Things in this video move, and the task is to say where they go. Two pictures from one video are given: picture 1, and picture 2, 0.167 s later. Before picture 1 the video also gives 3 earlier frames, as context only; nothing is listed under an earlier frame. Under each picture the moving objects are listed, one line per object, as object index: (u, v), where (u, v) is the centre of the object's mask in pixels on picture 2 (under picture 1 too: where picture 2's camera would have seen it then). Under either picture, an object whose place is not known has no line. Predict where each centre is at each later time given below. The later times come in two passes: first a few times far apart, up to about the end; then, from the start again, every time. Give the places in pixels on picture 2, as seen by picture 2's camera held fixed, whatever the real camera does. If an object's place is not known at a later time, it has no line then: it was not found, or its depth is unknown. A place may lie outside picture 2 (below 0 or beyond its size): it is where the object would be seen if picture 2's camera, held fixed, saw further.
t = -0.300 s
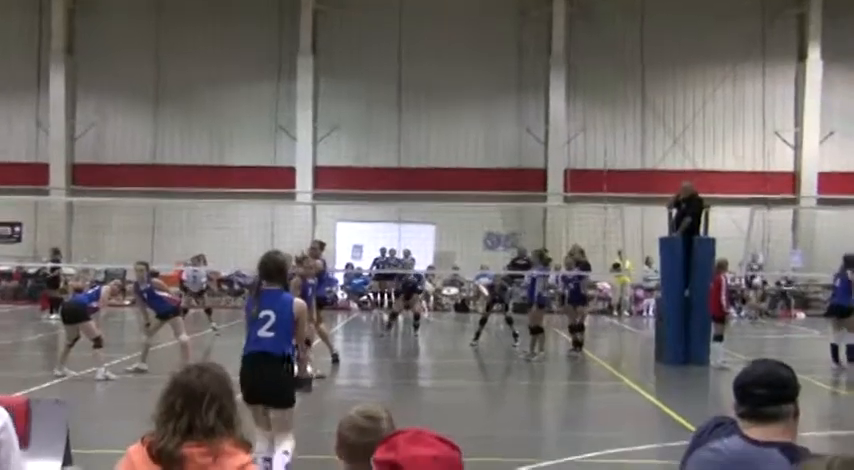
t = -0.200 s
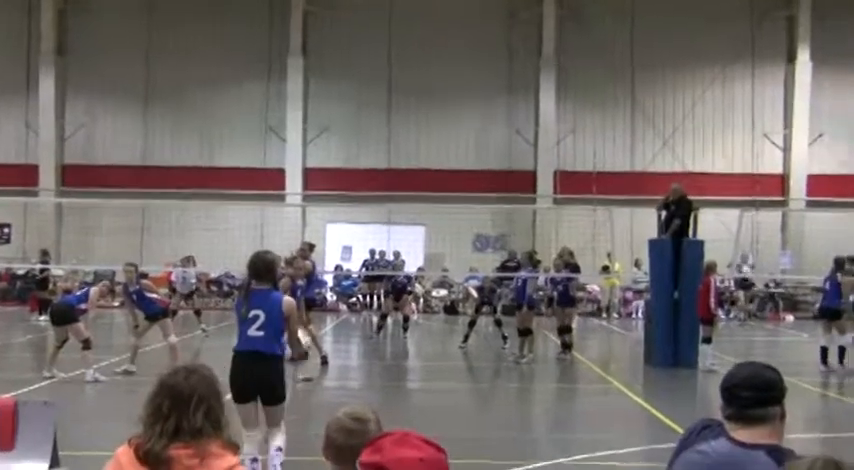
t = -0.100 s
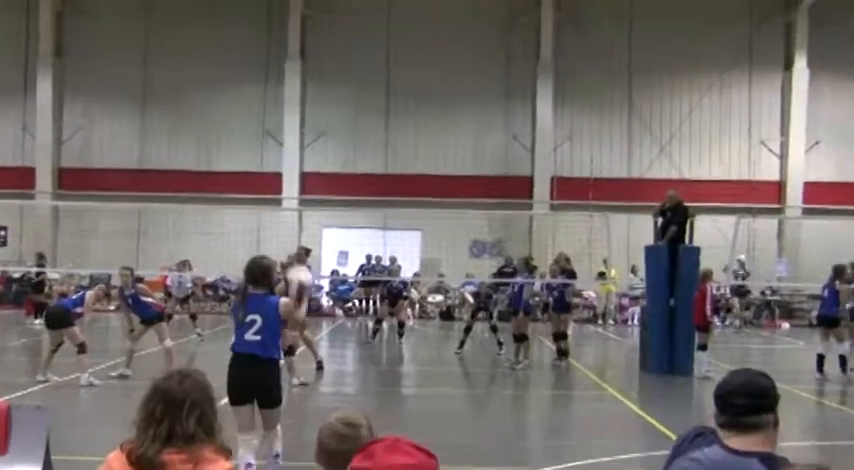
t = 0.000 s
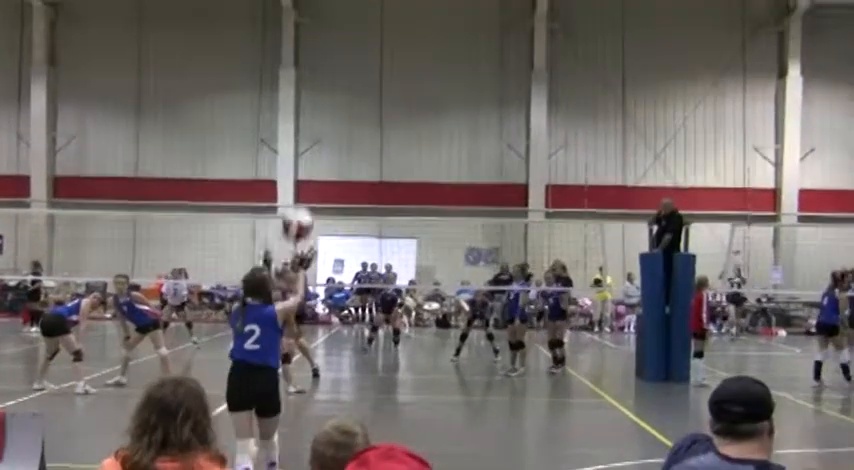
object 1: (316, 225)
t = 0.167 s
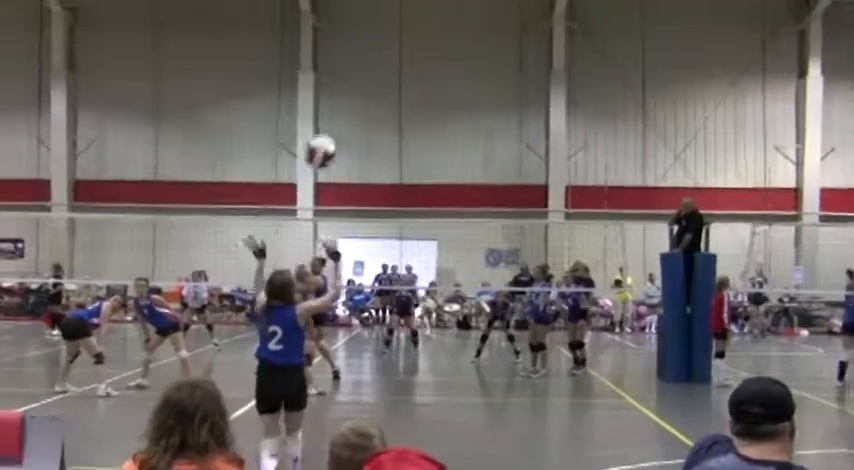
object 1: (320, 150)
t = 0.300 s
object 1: (323, 122)
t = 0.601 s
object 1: (330, 147)
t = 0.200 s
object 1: (321, 142)
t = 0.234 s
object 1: (322, 133)
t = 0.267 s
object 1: (322, 126)
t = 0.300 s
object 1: (323, 122)
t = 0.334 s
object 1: (324, 118)
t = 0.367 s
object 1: (325, 117)
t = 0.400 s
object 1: (325, 116)
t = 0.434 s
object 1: (326, 118)
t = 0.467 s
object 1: (327, 120)
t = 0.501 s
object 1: (328, 125)
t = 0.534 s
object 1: (328, 130)
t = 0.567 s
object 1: (330, 138)
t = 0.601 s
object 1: (330, 147)
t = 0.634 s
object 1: (332, 158)
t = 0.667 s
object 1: (332, 169)
